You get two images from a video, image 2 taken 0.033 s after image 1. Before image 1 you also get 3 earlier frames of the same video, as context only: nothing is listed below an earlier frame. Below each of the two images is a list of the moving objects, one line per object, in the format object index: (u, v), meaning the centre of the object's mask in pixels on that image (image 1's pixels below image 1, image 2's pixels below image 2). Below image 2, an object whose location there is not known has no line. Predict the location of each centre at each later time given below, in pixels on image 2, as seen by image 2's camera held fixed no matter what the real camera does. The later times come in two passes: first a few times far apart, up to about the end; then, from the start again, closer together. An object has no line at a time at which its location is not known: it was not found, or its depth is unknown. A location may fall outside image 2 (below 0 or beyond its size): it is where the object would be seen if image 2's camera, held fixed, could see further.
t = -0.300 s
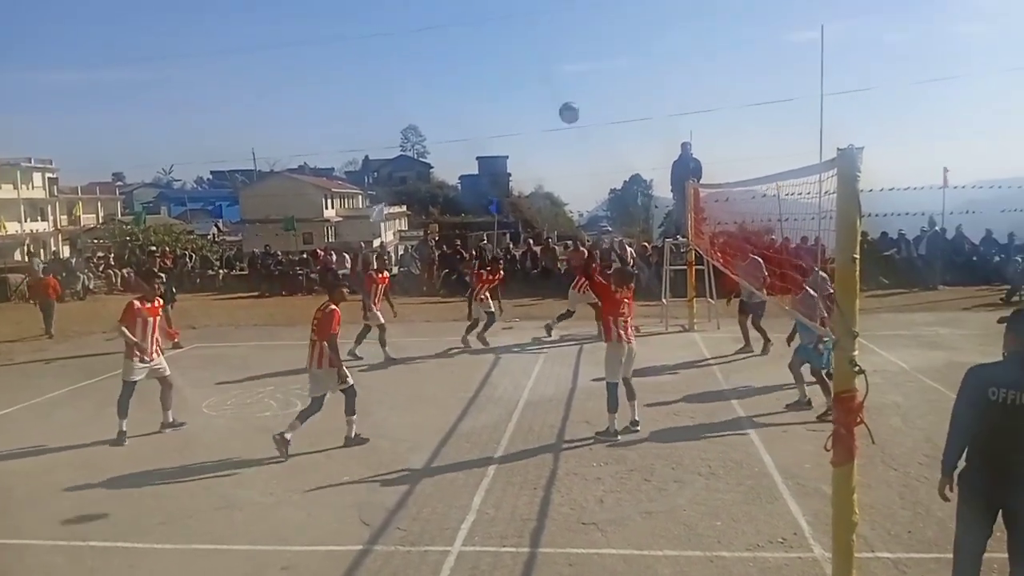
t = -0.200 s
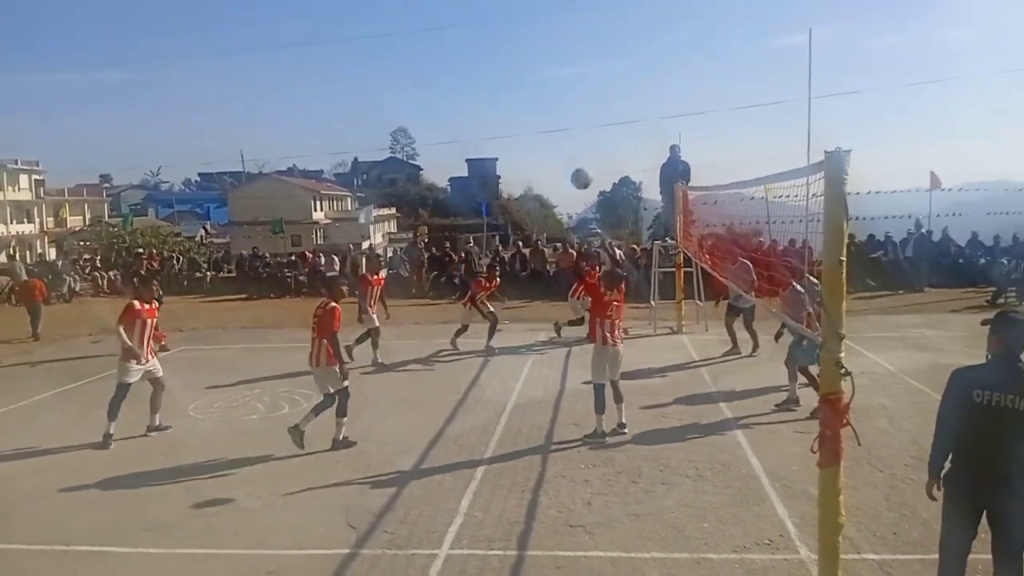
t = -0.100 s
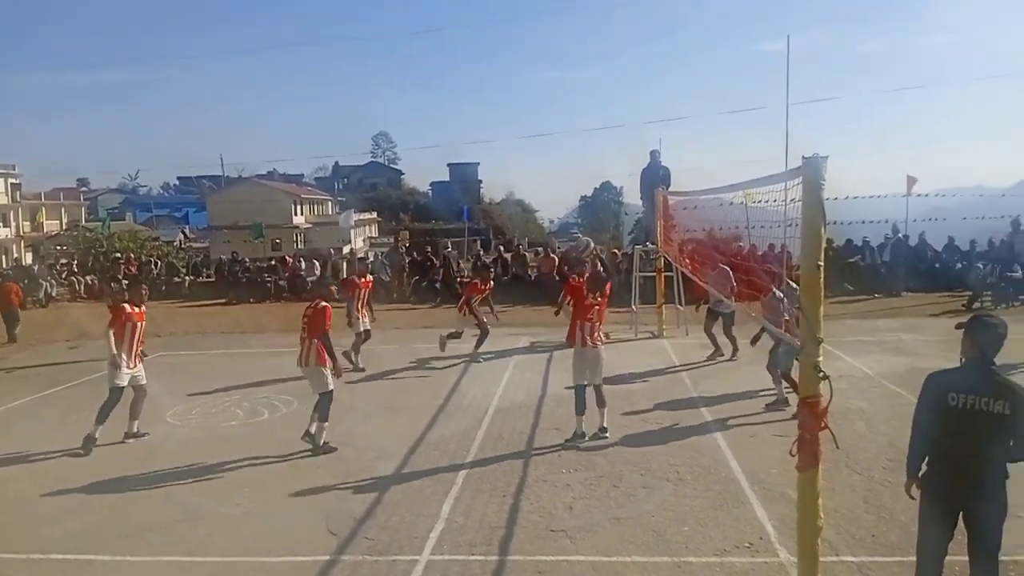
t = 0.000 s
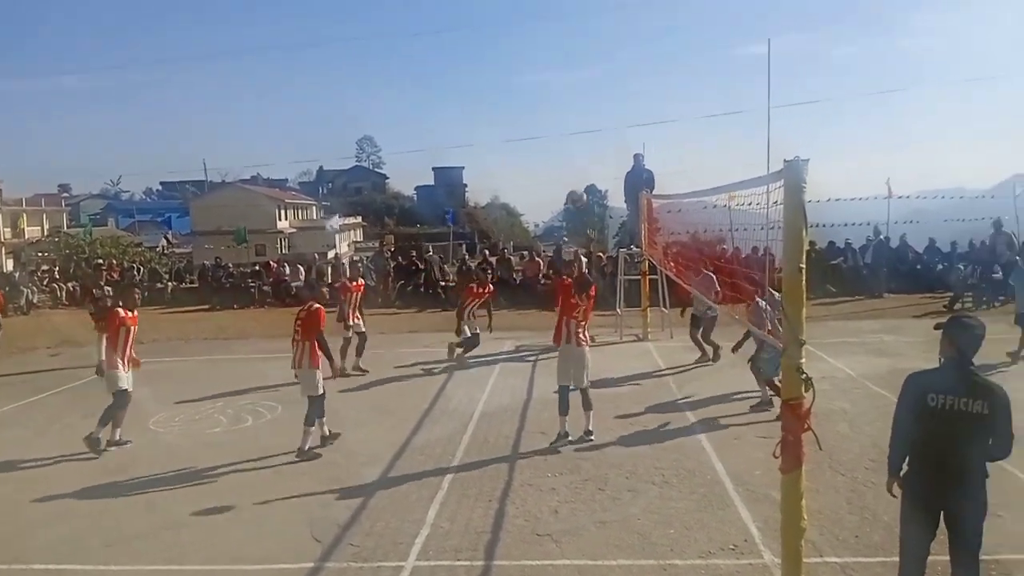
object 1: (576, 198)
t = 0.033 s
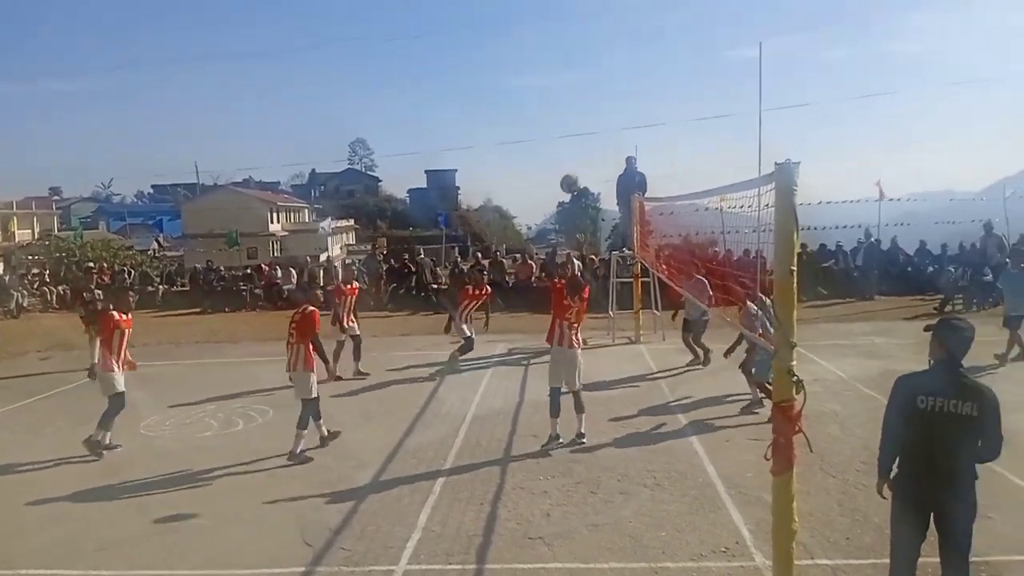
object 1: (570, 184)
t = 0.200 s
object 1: (578, 113)
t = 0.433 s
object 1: (589, 65)
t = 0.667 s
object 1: (599, 69)
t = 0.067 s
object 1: (571, 167)
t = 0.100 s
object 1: (573, 152)
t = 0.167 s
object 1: (576, 125)
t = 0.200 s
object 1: (578, 113)
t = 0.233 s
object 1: (579, 103)
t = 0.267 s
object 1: (581, 93)
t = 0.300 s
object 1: (583, 85)
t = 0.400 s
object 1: (587, 68)
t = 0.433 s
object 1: (589, 65)
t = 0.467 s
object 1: (590, 63)
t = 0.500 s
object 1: (592, 61)
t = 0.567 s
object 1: (594, 62)
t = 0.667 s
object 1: (599, 69)
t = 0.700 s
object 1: (600, 74)
